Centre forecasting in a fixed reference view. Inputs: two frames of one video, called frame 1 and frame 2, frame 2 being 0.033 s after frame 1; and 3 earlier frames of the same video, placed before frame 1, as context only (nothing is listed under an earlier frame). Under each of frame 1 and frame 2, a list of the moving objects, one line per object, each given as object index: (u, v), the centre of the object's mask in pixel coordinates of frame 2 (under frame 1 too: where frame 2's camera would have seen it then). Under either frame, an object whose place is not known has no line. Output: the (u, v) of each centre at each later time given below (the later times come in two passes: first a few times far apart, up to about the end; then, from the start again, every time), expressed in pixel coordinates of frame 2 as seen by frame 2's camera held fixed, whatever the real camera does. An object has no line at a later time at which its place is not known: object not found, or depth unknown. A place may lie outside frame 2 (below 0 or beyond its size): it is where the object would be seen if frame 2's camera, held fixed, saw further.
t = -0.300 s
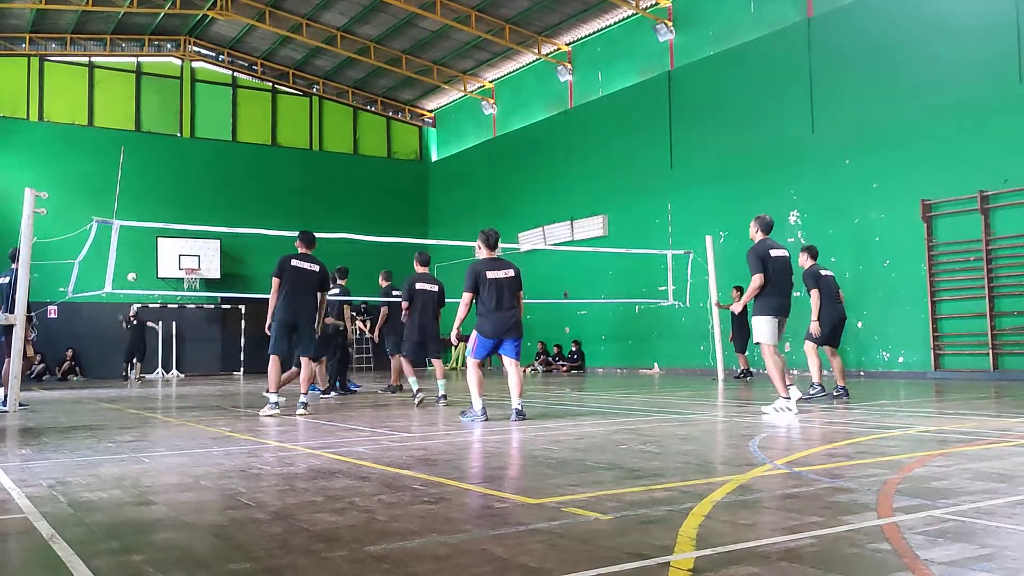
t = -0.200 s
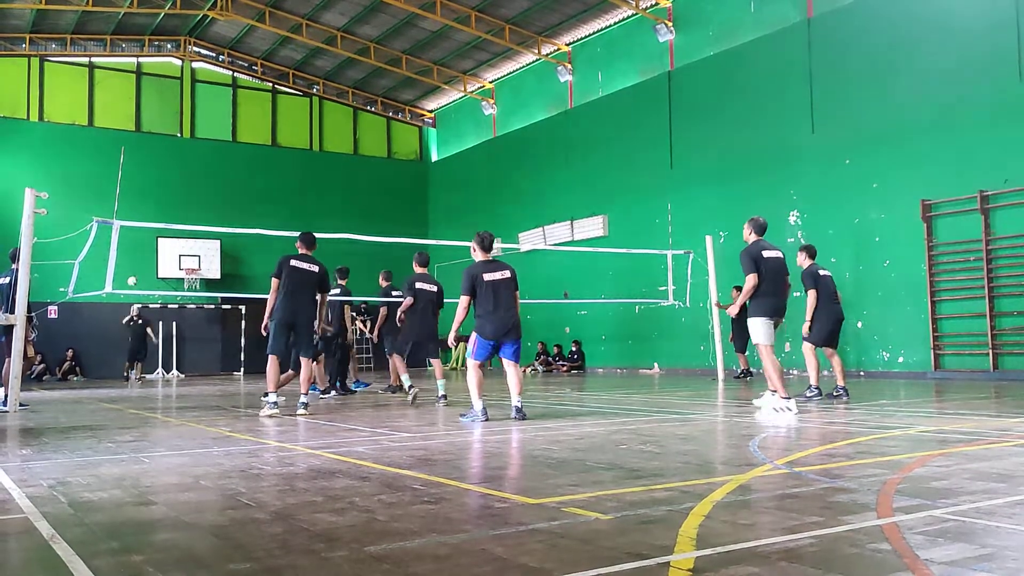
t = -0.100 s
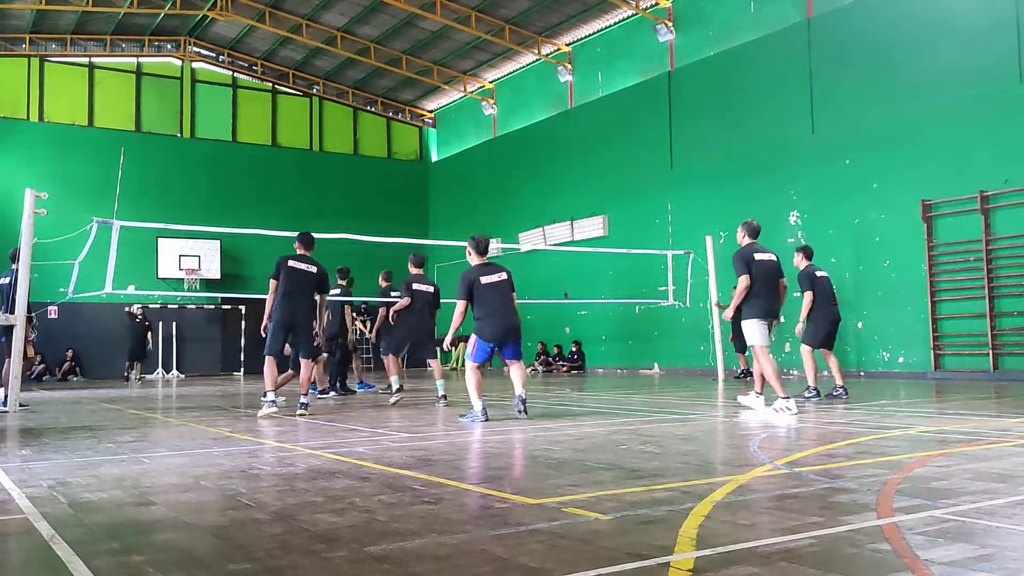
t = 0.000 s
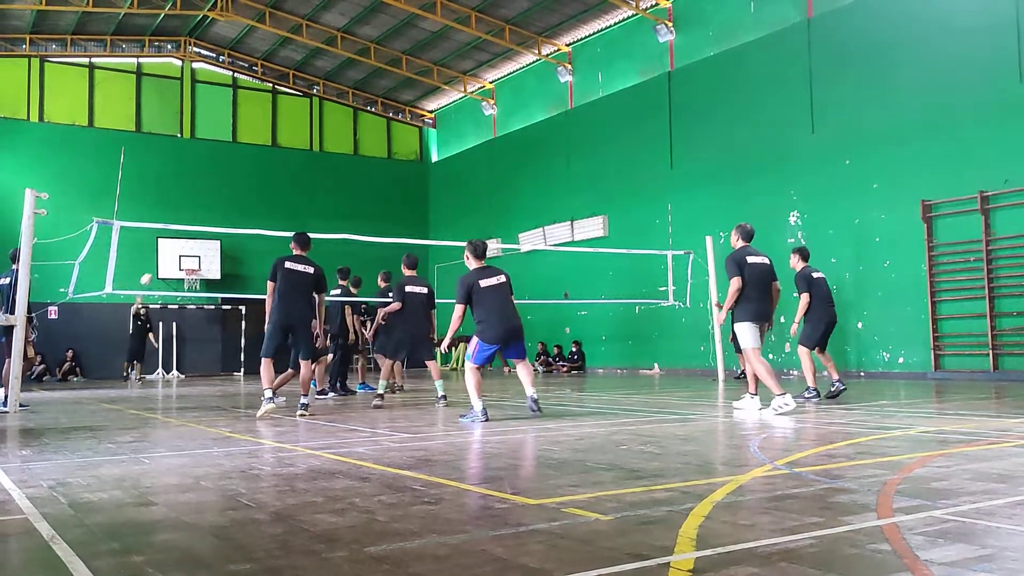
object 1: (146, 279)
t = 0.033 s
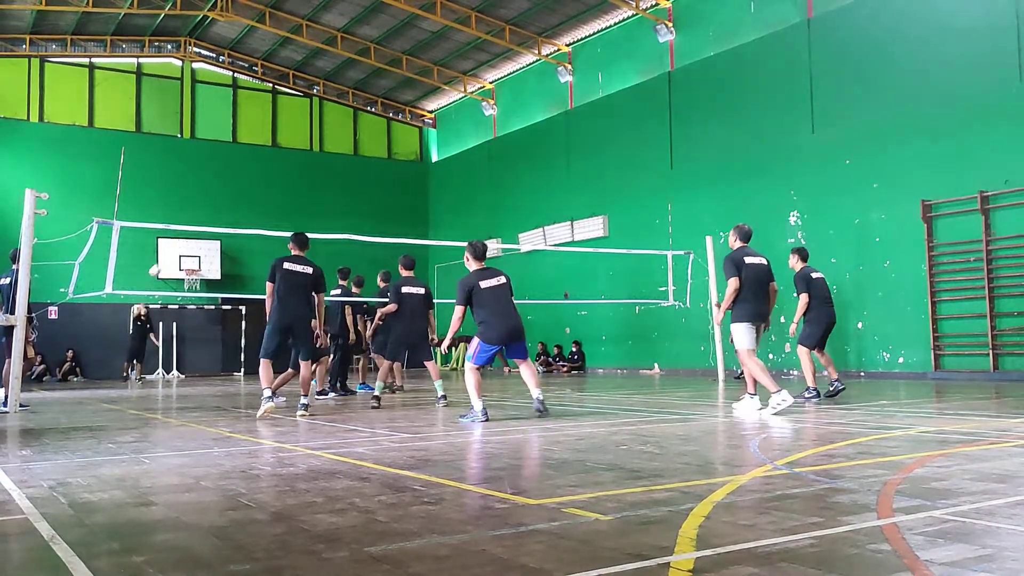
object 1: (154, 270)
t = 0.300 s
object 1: (234, 202)
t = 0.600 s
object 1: (348, 148)
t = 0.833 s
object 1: (475, 128)
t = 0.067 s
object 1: (167, 263)
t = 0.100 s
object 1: (176, 253)
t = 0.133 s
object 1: (184, 243)
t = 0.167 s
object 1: (192, 235)
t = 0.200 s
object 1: (202, 226)
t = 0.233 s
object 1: (213, 218)
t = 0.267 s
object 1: (223, 210)
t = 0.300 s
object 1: (234, 202)
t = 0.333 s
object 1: (245, 195)
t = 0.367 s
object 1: (256, 188)
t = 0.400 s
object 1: (267, 181)
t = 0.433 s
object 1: (279, 174)
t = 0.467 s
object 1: (292, 168)
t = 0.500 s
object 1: (305, 163)
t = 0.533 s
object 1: (318, 157)
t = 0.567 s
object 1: (332, 152)
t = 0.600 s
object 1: (348, 148)
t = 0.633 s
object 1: (365, 144)
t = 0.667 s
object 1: (381, 139)
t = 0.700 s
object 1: (399, 136)
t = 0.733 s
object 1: (417, 133)
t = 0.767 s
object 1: (436, 130)
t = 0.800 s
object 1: (455, 128)
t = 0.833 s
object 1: (475, 128)
